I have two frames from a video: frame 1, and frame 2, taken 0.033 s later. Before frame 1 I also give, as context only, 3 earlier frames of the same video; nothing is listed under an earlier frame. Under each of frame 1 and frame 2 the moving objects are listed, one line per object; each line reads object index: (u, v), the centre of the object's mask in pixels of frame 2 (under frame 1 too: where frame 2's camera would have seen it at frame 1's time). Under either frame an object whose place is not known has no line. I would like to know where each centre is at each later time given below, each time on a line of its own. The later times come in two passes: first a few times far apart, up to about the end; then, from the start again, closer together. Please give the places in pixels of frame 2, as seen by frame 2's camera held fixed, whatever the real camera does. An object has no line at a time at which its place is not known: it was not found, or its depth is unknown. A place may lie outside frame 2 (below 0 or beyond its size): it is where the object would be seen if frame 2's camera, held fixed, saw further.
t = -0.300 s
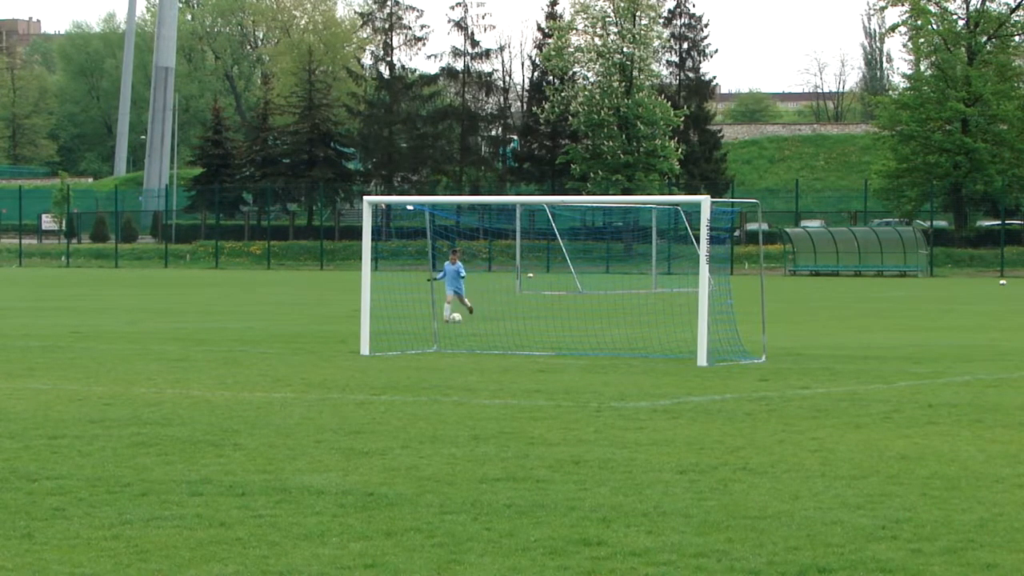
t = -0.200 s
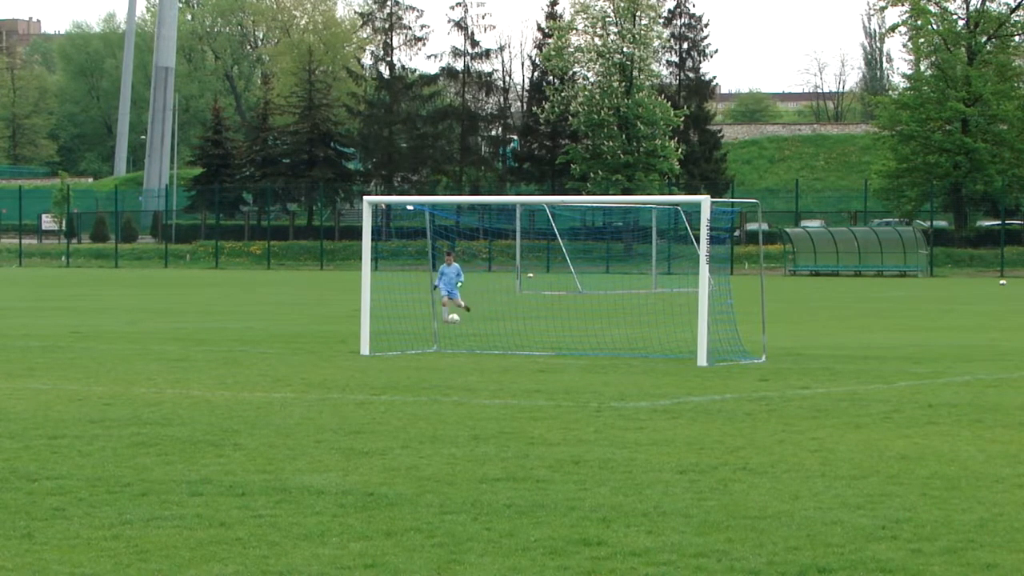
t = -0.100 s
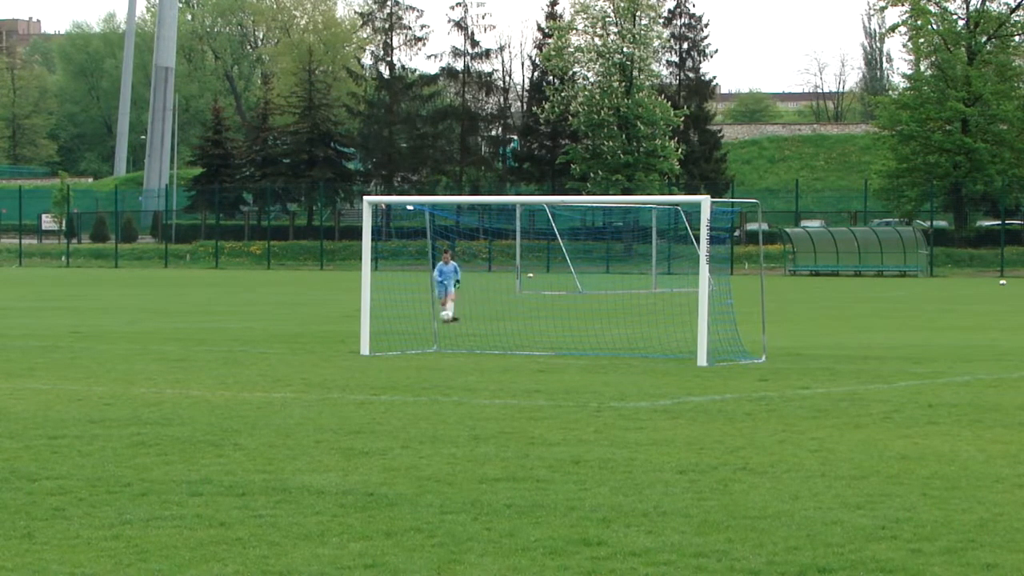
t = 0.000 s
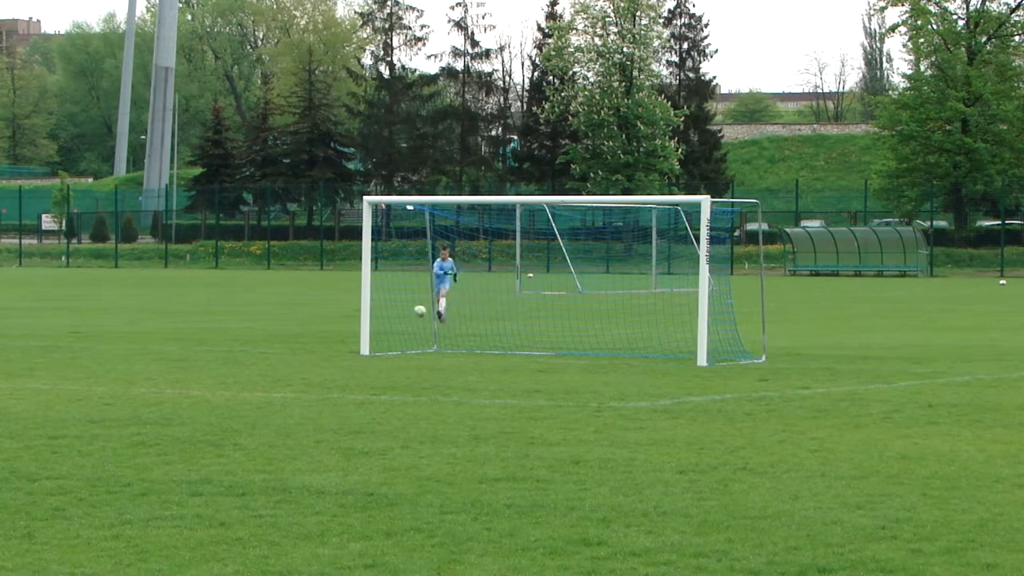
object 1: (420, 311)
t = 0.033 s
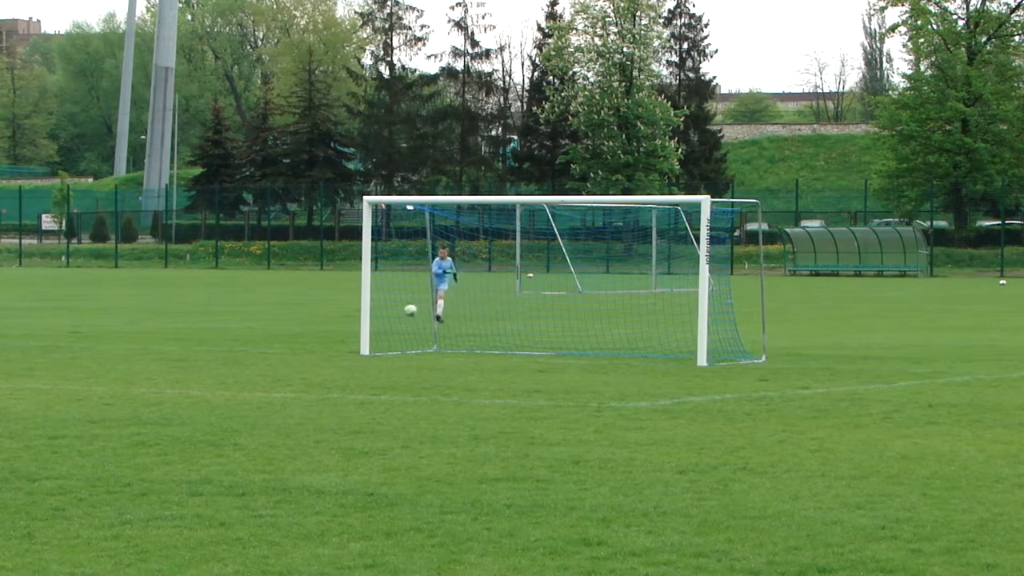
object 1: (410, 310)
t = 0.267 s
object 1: (344, 320)
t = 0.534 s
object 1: (280, 316)
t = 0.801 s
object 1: (218, 334)
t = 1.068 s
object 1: (162, 329)
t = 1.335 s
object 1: (103, 335)
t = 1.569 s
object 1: (52, 340)
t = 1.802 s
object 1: (2, 346)
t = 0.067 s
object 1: (401, 310)
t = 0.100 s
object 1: (392, 310)
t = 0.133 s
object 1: (383, 311)
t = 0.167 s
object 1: (374, 312)
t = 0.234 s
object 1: (354, 317)
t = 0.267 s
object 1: (344, 320)
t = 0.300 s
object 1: (334, 324)
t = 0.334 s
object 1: (325, 328)
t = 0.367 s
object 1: (317, 327)
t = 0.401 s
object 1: (310, 323)
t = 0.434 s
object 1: (303, 320)
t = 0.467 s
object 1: (295, 318)
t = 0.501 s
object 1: (288, 317)
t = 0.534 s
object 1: (280, 316)
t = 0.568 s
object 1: (273, 316)
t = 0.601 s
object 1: (265, 317)
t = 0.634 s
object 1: (257, 319)
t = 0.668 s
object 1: (249, 321)
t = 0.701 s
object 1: (241, 325)
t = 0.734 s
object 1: (233, 329)
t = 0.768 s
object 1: (225, 333)
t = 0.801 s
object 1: (218, 334)
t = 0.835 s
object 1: (211, 332)
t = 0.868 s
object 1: (204, 329)
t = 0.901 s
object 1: (197, 327)
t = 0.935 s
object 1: (190, 326)
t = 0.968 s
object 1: (183, 325)
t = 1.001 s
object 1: (176, 326)
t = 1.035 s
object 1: (169, 327)
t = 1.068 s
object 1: (162, 329)
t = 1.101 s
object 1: (155, 332)
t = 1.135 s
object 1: (148, 335)
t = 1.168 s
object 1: (140, 339)
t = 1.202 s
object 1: (132, 338)
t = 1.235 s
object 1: (125, 336)
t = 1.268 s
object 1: (118, 335)
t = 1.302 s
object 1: (110, 335)
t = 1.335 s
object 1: (103, 335)
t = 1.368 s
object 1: (95, 336)
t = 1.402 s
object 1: (88, 339)
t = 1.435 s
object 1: (81, 342)
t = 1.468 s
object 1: (73, 343)
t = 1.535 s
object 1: (59, 341)
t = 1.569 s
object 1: (52, 340)
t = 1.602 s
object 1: (45, 341)
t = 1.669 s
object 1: (31, 345)
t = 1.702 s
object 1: (23, 346)
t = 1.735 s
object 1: (16, 345)
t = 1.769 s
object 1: (9, 346)
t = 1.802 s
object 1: (2, 346)
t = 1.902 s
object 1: (-23, 350)
